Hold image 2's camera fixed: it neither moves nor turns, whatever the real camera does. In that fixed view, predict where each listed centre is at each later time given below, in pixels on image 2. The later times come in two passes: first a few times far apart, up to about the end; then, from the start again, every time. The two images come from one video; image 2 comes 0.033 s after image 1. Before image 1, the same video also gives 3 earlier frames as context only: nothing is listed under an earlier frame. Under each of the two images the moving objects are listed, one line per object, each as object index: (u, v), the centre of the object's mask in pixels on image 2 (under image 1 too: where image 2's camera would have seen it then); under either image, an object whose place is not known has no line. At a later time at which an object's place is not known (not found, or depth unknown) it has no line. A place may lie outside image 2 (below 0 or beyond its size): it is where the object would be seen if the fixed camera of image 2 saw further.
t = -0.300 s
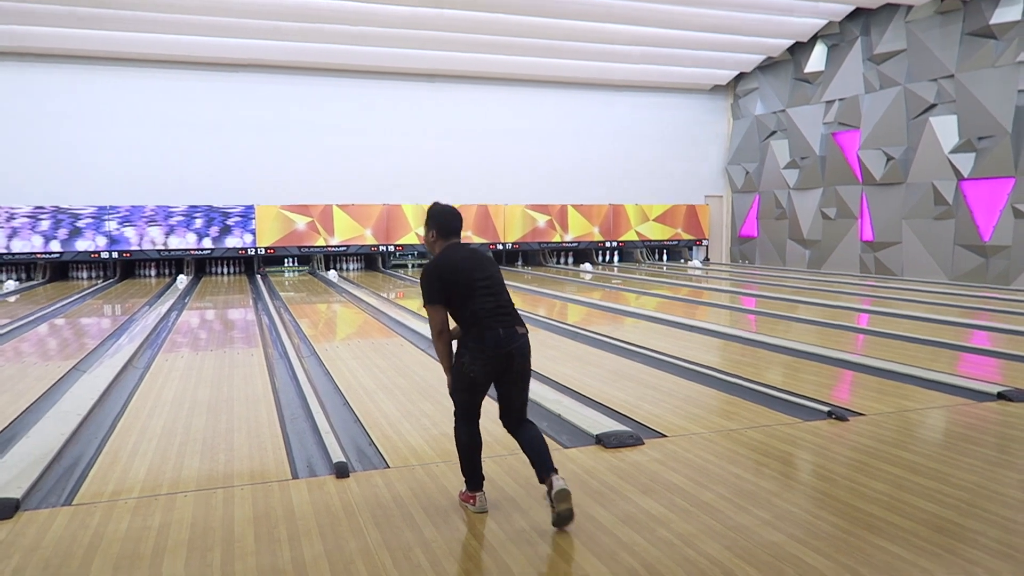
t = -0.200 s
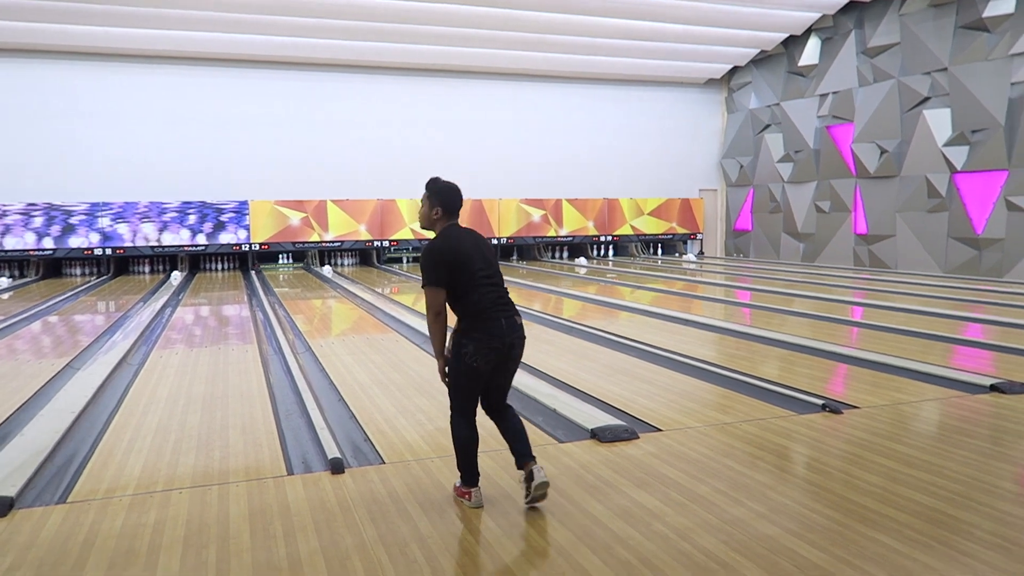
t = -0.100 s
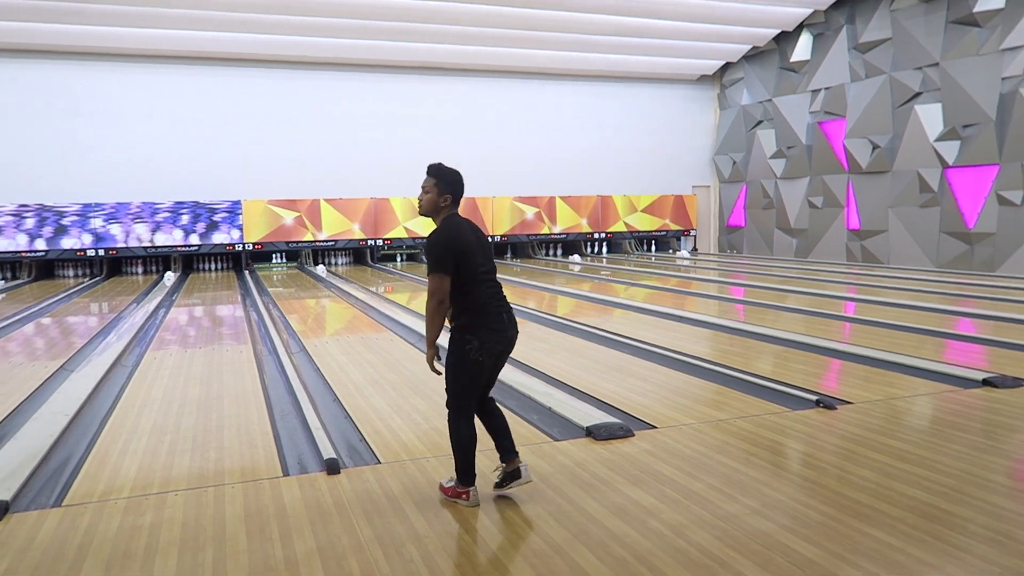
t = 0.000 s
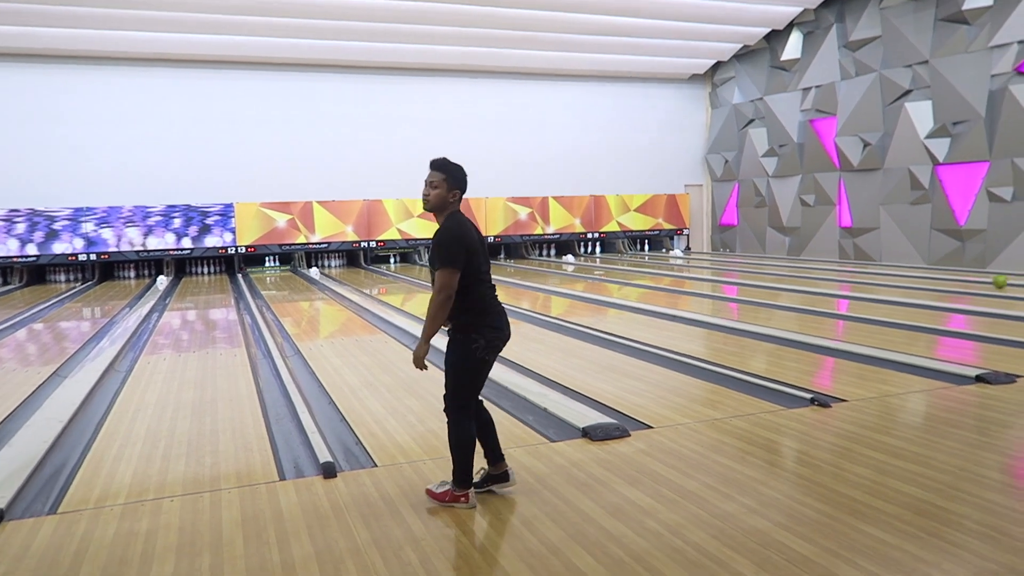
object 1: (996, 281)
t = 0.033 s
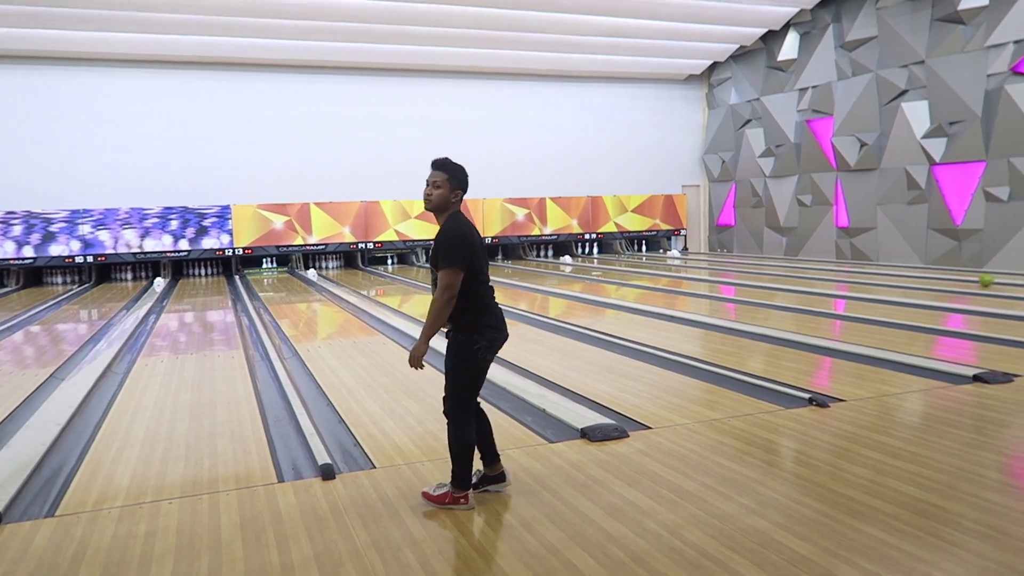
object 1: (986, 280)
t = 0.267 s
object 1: (918, 276)
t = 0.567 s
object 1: (847, 271)
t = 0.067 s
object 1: (975, 280)
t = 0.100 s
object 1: (965, 279)
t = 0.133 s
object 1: (955, 278)
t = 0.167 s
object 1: (945, 278)
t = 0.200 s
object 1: (936, 277)
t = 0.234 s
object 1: (927, 276)
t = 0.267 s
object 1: (918, 276)
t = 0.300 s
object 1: (909, 276)
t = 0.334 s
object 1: (900, 275)
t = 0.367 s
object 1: (892, 275)
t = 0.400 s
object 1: (884, 274)
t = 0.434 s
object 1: (876, 273)
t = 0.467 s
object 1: (868, 273)
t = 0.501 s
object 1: (861, 272)
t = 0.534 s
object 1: (853, 272)
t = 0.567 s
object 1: (847, 271)
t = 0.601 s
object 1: (839, 270)
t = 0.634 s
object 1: (833, 270)
